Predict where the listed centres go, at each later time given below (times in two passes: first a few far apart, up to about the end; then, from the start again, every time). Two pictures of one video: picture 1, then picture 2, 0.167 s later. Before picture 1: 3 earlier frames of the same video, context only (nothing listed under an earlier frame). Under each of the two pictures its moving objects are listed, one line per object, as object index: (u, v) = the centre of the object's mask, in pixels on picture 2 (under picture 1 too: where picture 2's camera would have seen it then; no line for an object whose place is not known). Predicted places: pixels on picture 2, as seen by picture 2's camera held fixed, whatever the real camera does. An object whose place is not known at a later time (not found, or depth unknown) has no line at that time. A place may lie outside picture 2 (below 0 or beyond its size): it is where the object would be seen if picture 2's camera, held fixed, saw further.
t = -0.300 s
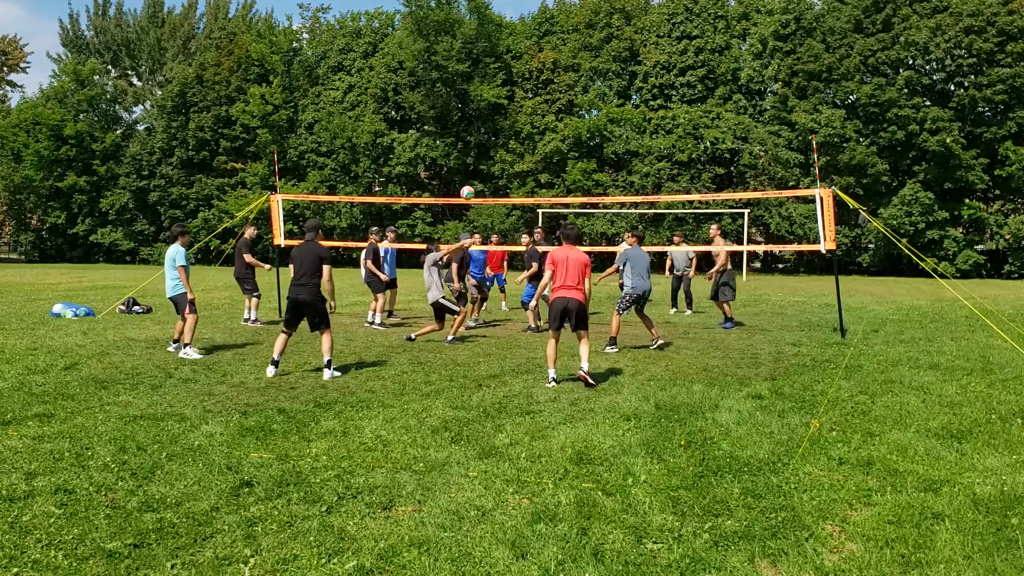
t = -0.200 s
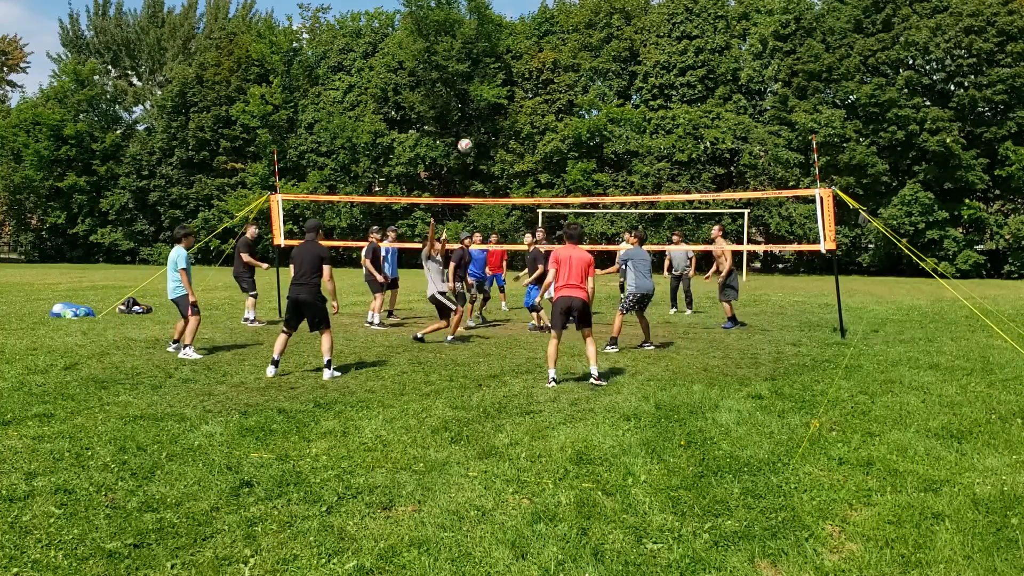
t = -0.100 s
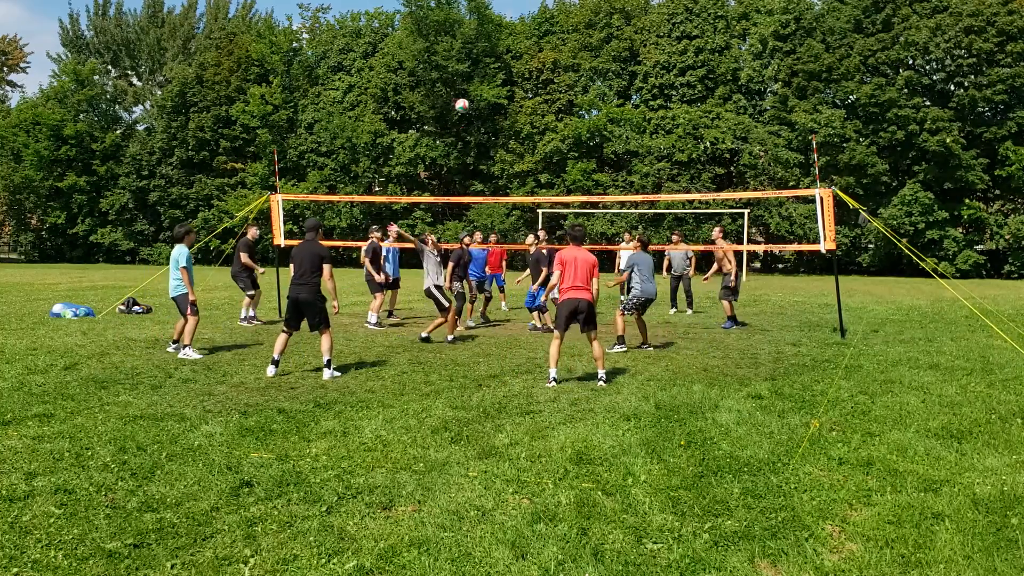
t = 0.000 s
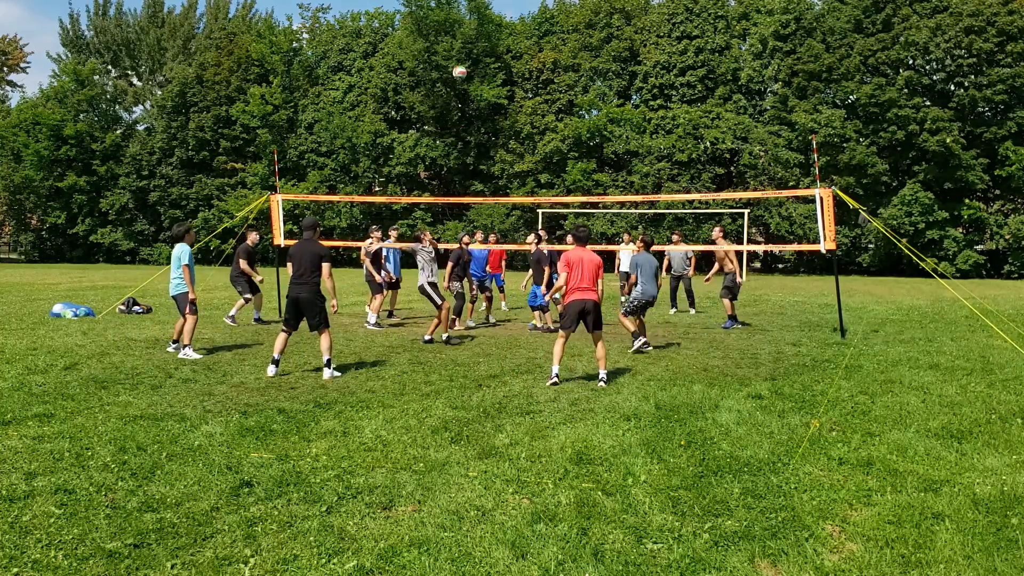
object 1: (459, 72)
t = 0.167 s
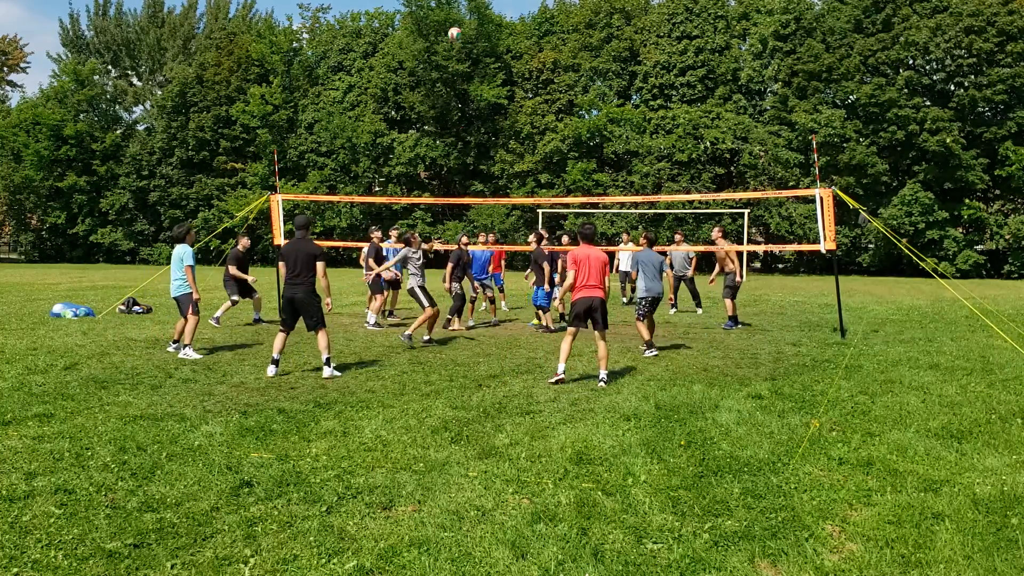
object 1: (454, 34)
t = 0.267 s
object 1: (451, 19)
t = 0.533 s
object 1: (443, 14)
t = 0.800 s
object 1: (435, 53)
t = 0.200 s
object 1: (453, 29)
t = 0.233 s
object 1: (452, 23)
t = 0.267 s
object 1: (451, 19)
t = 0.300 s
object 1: (450, 16)
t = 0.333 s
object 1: (449, 15)
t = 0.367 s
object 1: (449, 12)
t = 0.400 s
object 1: (447, 12)
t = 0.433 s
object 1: (446, 11)
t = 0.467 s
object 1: (446, 11)
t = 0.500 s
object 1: (444, 12)
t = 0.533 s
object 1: (443, 14)
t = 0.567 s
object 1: (442, 16)
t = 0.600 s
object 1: (441, 20)
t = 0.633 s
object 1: (440, 24)
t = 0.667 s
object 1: (440, 28)
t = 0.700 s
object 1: (438, 33)
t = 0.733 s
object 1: (437, 39)
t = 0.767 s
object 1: (436, 45)
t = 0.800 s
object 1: (435, 53)
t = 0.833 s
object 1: (435, 60)
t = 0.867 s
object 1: (434, 68)
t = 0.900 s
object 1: (433, 77)
